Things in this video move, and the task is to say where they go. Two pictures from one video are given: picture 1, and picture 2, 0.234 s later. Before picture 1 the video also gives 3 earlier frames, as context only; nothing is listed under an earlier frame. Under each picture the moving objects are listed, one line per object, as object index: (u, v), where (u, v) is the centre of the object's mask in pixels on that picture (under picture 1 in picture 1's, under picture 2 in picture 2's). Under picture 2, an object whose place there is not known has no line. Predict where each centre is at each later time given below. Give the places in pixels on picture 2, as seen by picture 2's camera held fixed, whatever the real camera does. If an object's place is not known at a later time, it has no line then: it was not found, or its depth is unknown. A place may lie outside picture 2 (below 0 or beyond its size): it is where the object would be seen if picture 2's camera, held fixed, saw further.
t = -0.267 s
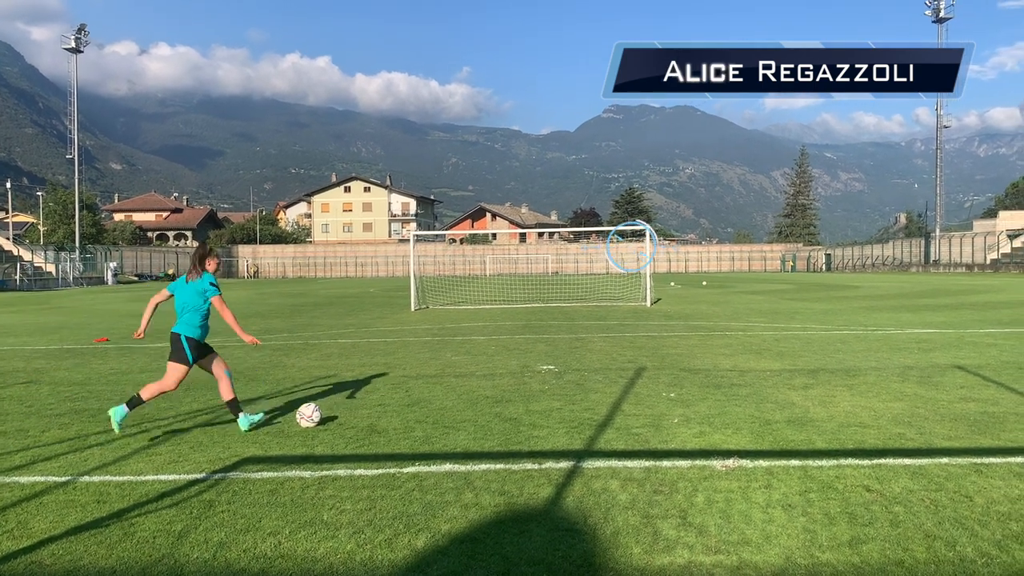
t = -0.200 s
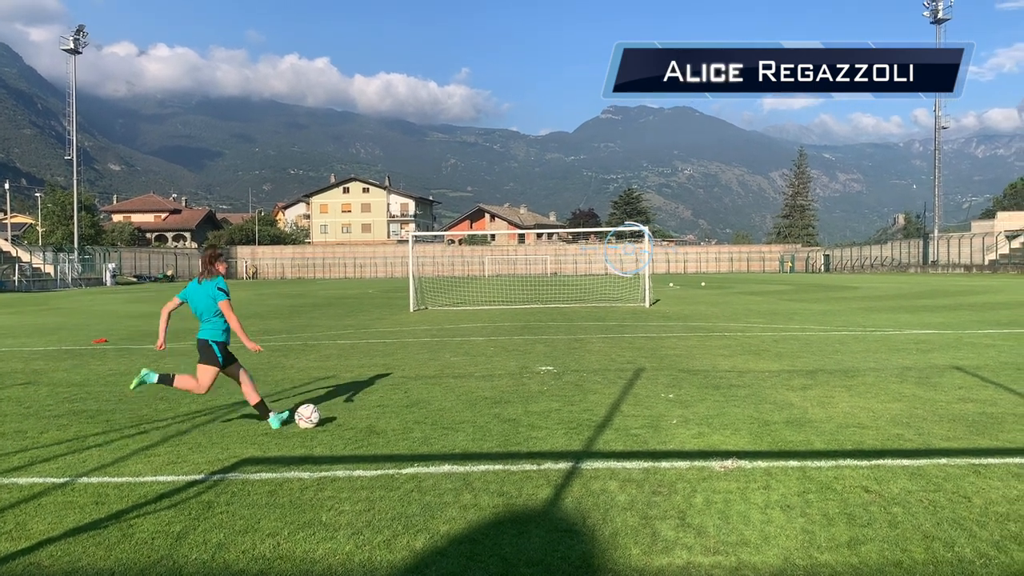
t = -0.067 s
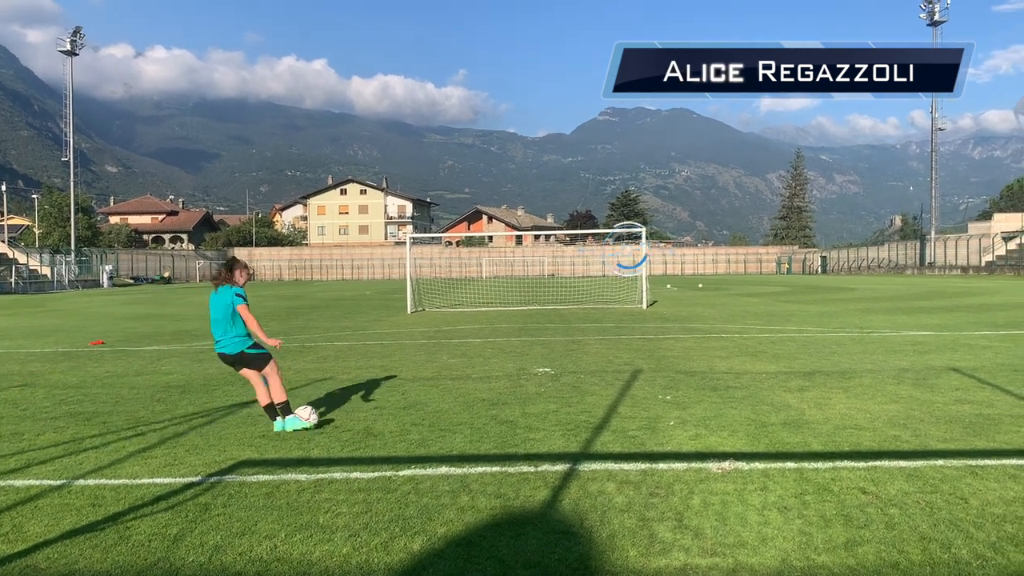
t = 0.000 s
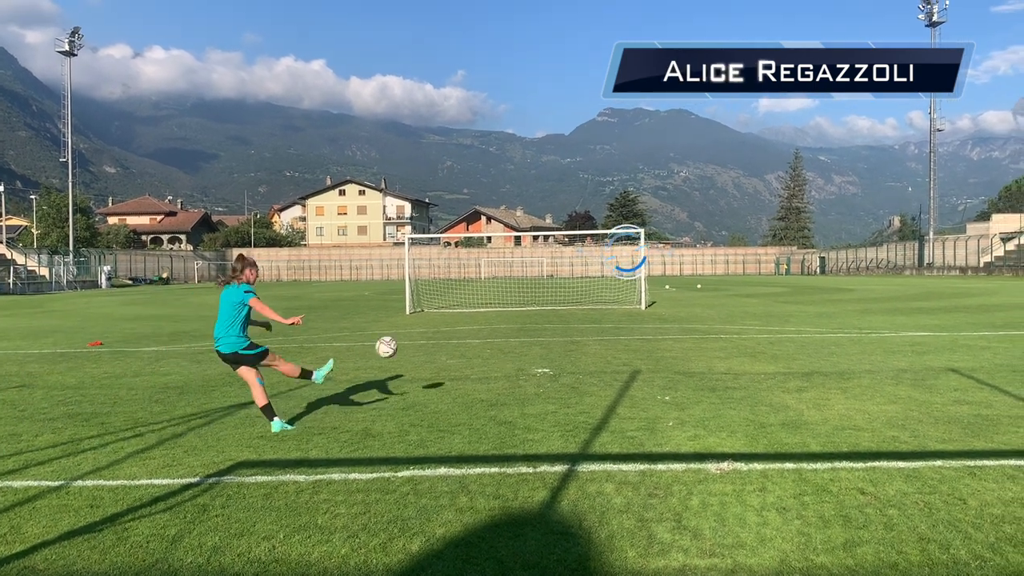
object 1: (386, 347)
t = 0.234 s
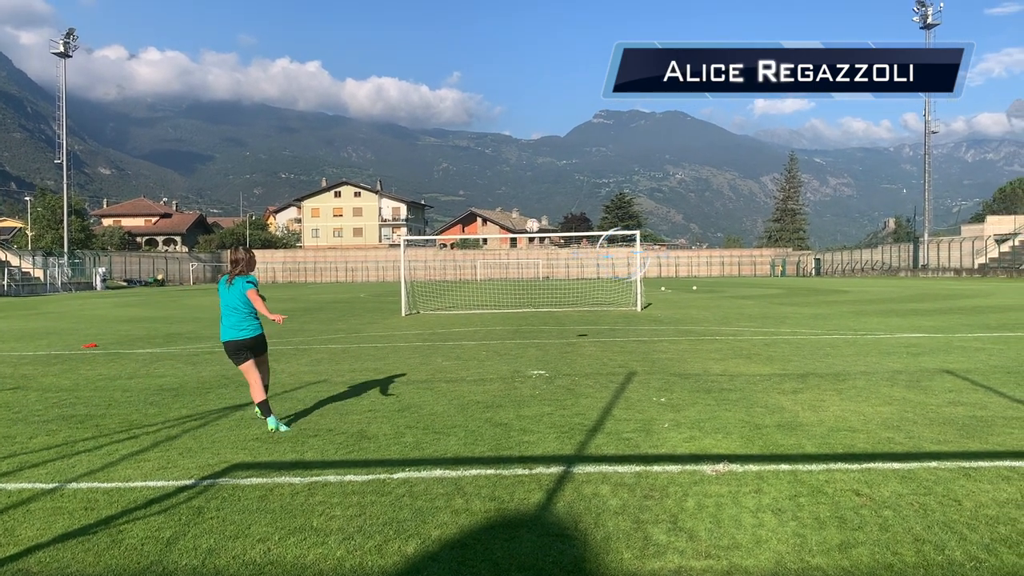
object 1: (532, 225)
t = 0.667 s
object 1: (615, 195)
